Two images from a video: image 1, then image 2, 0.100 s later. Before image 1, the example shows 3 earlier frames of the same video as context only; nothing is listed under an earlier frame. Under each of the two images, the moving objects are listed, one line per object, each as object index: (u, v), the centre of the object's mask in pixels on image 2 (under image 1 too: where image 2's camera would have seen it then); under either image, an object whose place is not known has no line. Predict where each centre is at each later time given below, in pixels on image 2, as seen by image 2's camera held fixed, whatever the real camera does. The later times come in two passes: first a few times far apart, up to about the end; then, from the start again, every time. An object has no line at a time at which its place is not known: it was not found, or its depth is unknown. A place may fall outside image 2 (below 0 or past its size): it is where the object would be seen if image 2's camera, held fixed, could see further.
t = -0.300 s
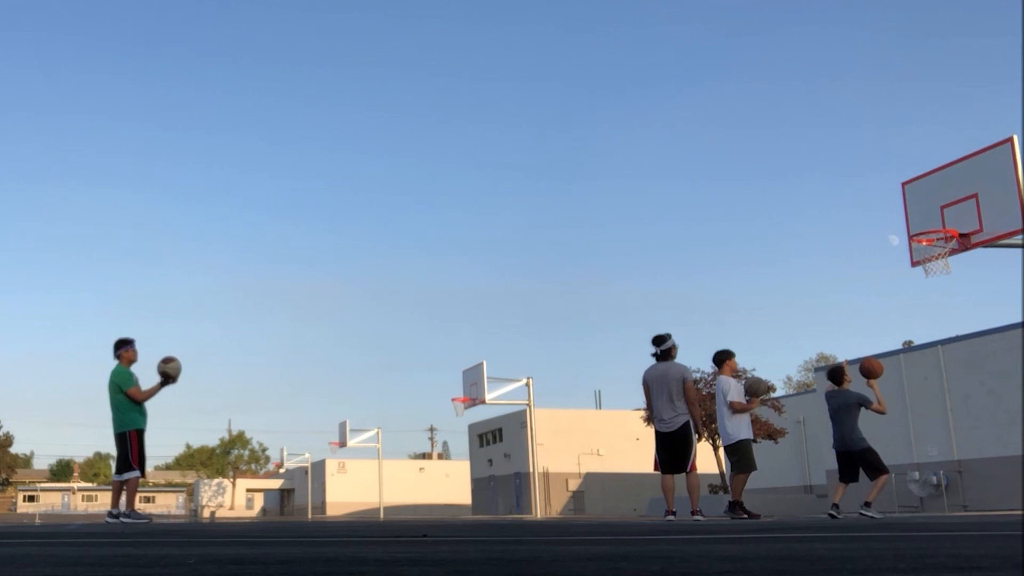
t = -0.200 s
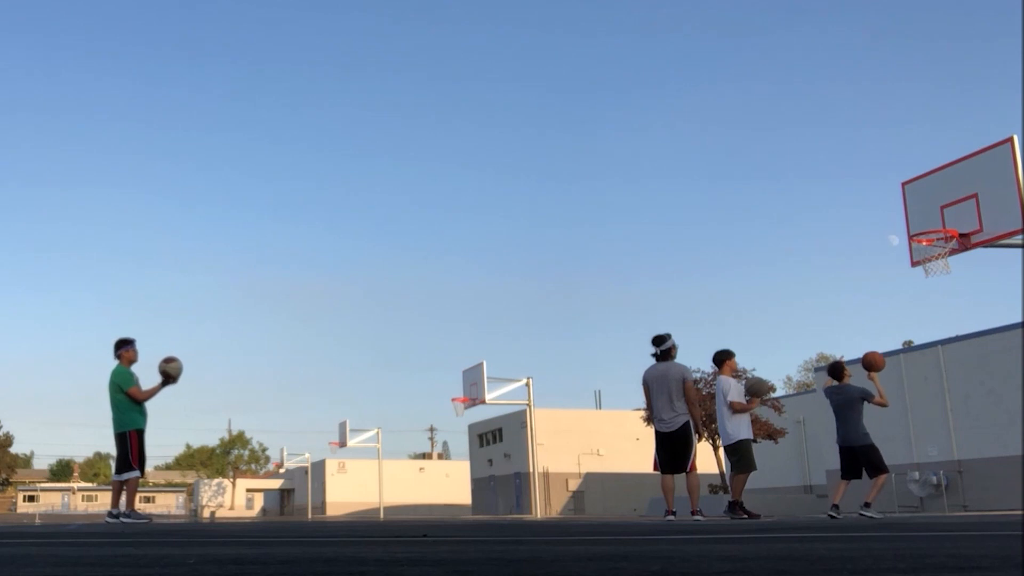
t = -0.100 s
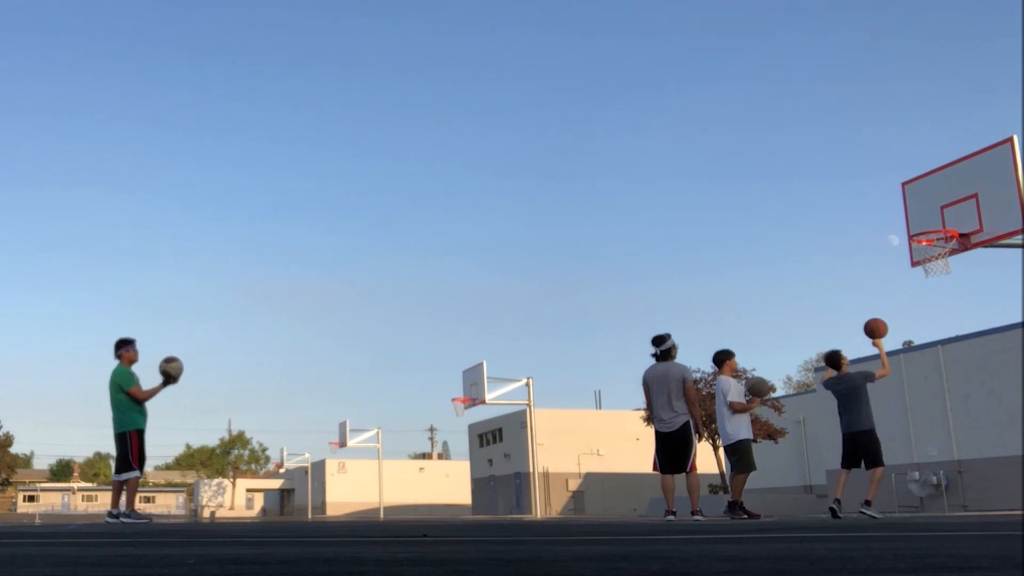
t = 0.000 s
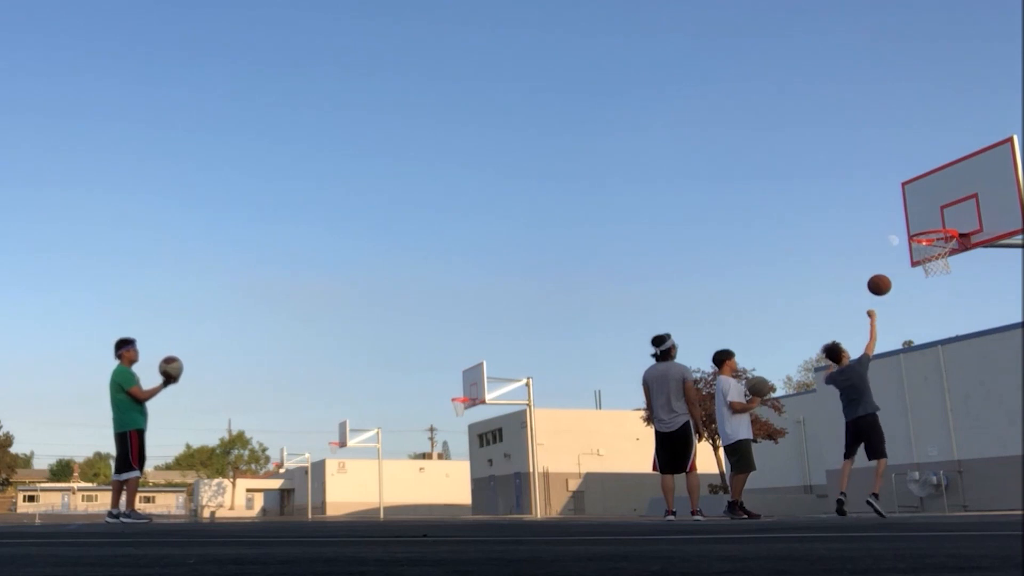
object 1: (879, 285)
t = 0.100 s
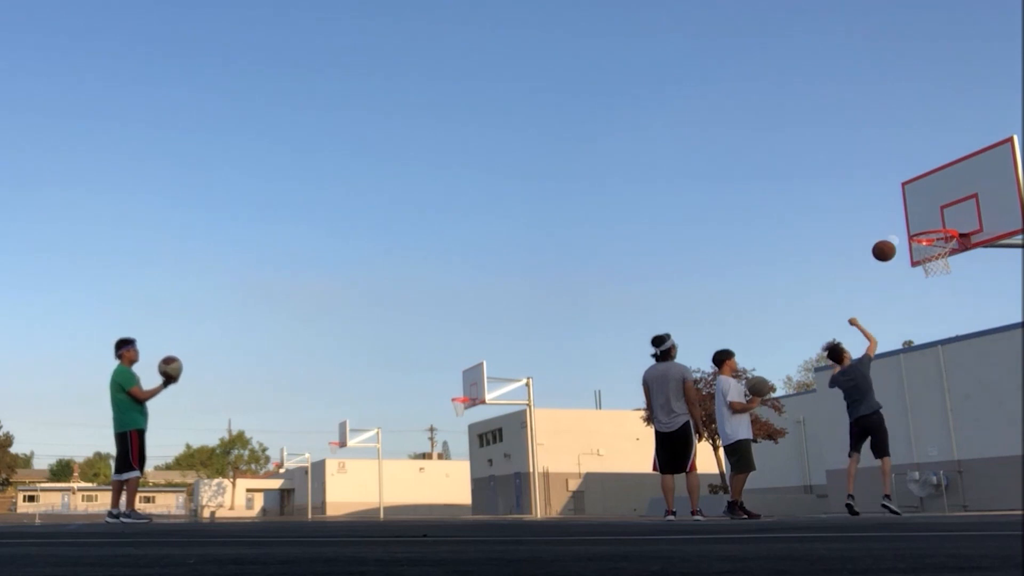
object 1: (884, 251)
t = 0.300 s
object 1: (896, 209)
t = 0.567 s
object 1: (919, 207)
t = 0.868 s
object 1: (949, 262)
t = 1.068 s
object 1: (958, 313)
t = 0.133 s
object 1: (885, 241)
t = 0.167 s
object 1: (887, 233)
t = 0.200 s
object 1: (889, 226)
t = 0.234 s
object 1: (891, 219)
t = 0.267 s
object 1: (893, 214)
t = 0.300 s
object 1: (896, 209)
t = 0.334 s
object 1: (898, 206)
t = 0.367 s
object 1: (901, 203)
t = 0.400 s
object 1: (904, 202)
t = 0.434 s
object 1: (907, 201)
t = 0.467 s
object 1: (909, 201)
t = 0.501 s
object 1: (912, 202)
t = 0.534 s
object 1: (916, 204)
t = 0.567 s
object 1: (919, 207)
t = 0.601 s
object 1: (922, 210)
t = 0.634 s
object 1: (926, 215)
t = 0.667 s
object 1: (930, 221)
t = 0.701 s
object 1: (932, 224)
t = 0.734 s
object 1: (935, 227)
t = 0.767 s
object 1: (941, 243)
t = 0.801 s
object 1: (945, 250)
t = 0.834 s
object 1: (948, 258)
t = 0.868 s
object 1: (949, 262)
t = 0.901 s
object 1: (951, 270)
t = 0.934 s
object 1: (952, 276)
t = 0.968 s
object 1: (953, 284)
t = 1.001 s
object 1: (955, 293)
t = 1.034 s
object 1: (956, 303)
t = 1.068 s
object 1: (958, 313)
